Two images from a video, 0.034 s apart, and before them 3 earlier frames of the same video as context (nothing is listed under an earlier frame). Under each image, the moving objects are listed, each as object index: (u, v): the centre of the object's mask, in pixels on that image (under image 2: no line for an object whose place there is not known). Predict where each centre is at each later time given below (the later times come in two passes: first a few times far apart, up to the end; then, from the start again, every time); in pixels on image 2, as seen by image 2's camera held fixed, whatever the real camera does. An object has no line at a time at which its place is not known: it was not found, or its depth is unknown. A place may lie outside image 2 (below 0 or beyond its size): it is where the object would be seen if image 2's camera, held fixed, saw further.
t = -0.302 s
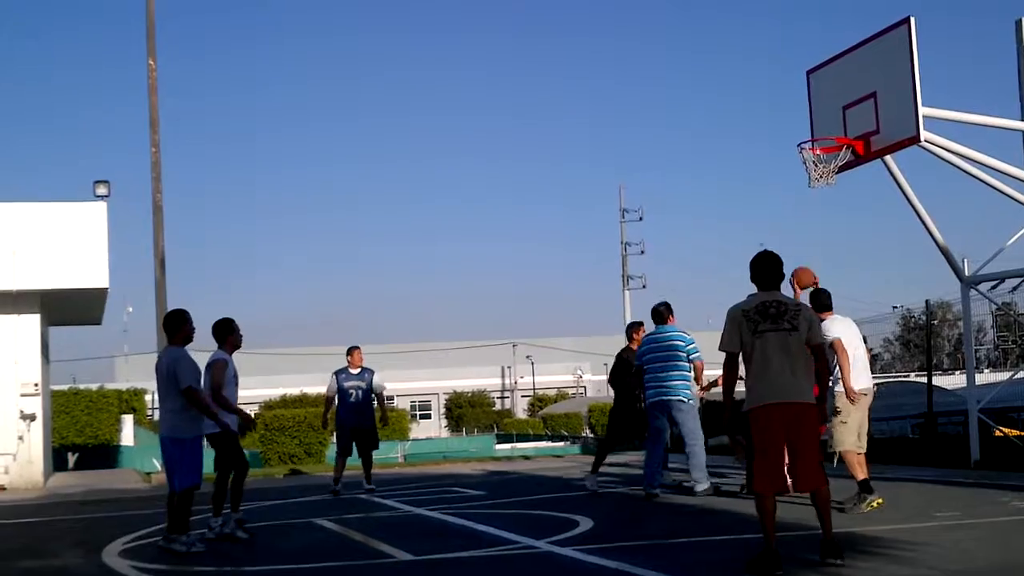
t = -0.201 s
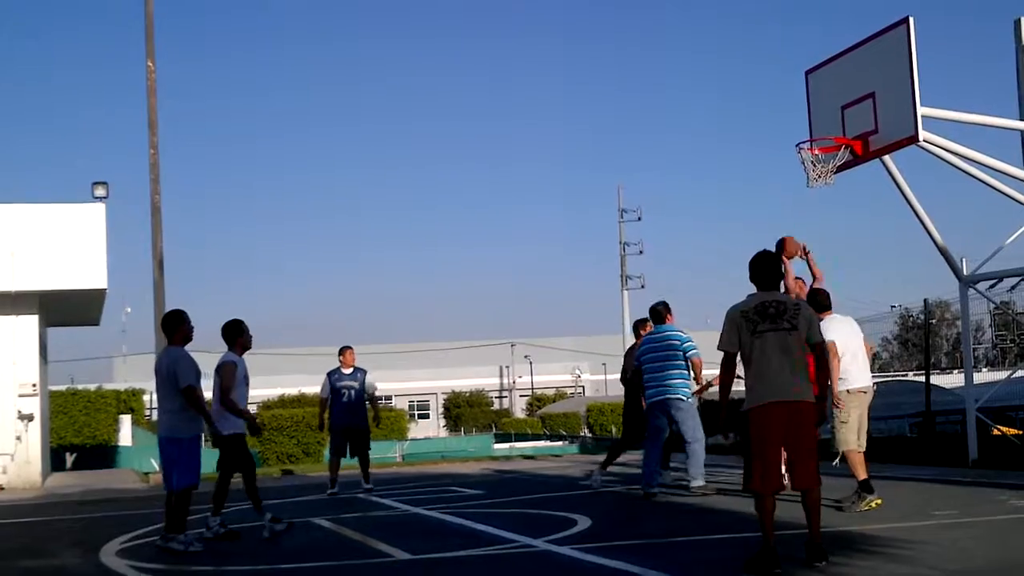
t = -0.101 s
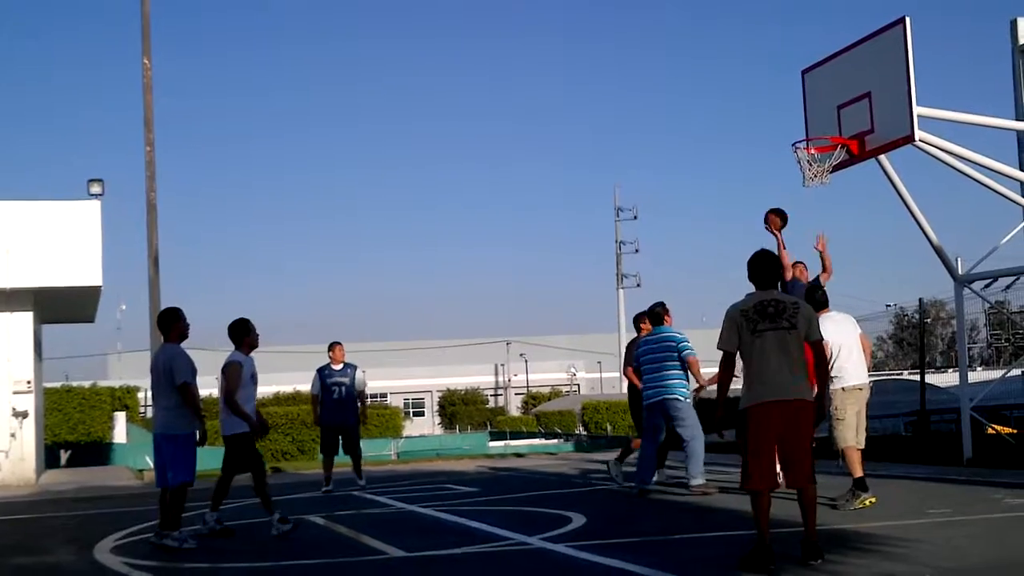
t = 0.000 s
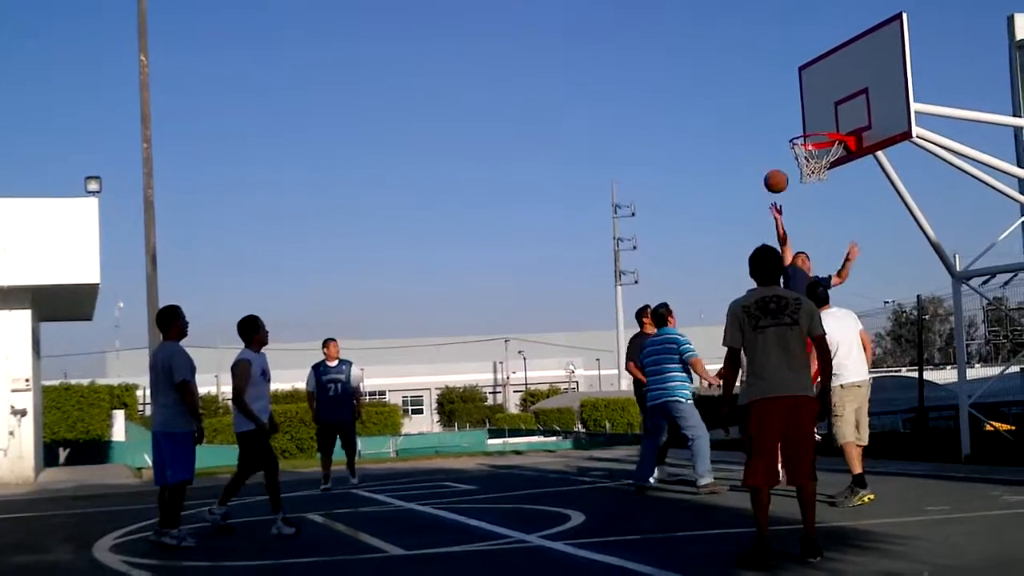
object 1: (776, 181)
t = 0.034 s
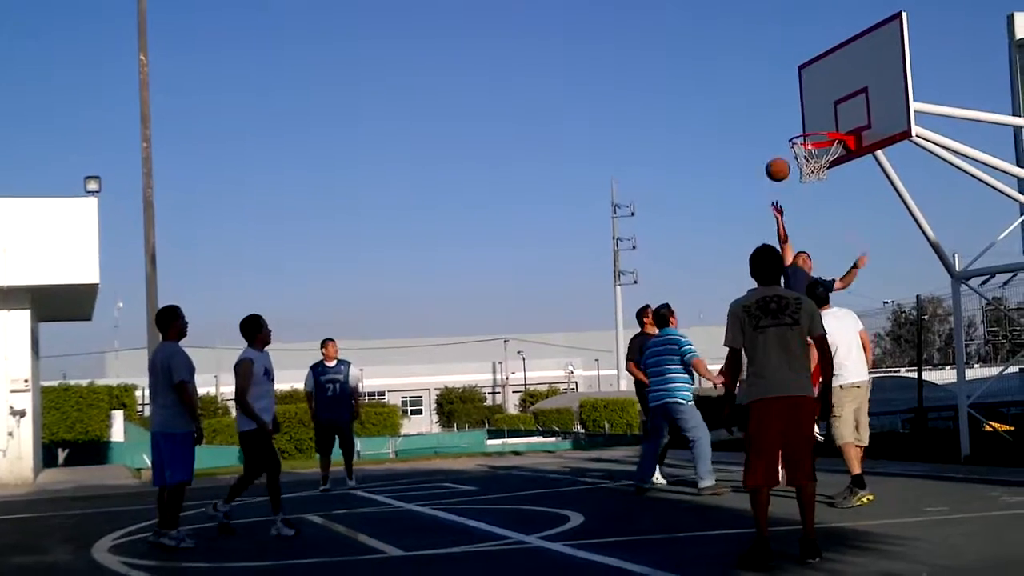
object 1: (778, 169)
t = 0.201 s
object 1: (790, 128)
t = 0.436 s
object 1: (813, 114)
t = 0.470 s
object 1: (817, 116)
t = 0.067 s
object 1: (779, 159)
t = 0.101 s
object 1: (781, 150)
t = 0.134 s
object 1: (782, 141)
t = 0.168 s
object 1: (787, 133)
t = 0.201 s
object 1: (790, 128)
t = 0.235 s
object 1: (794, 123)
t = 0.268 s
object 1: (797, 118)
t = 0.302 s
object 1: (800, 115)
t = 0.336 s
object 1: (802, 113)
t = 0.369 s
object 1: (806, 112)
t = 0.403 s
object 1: (809, 112)
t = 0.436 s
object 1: (813, 114)
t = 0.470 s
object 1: (817, 116)
